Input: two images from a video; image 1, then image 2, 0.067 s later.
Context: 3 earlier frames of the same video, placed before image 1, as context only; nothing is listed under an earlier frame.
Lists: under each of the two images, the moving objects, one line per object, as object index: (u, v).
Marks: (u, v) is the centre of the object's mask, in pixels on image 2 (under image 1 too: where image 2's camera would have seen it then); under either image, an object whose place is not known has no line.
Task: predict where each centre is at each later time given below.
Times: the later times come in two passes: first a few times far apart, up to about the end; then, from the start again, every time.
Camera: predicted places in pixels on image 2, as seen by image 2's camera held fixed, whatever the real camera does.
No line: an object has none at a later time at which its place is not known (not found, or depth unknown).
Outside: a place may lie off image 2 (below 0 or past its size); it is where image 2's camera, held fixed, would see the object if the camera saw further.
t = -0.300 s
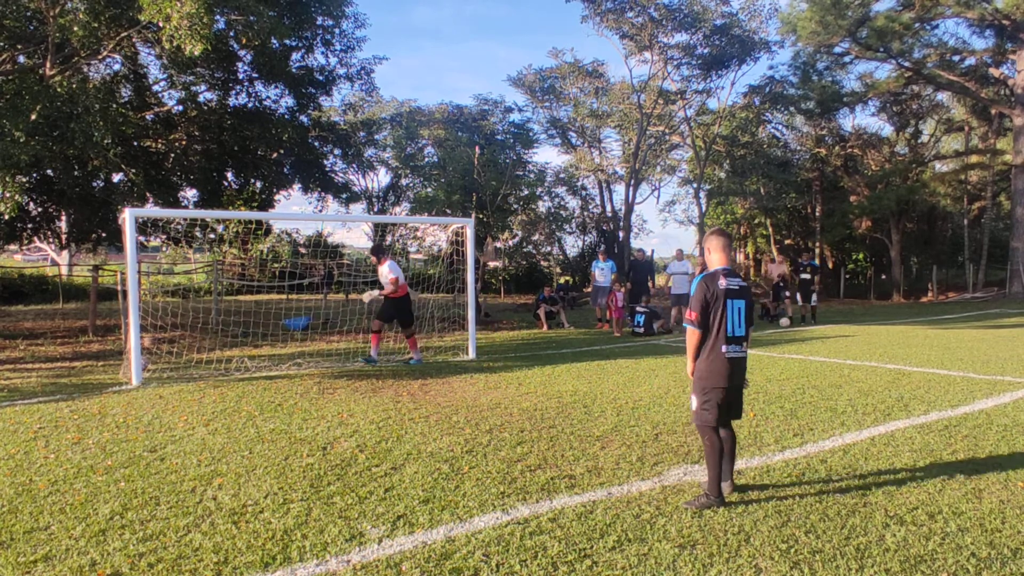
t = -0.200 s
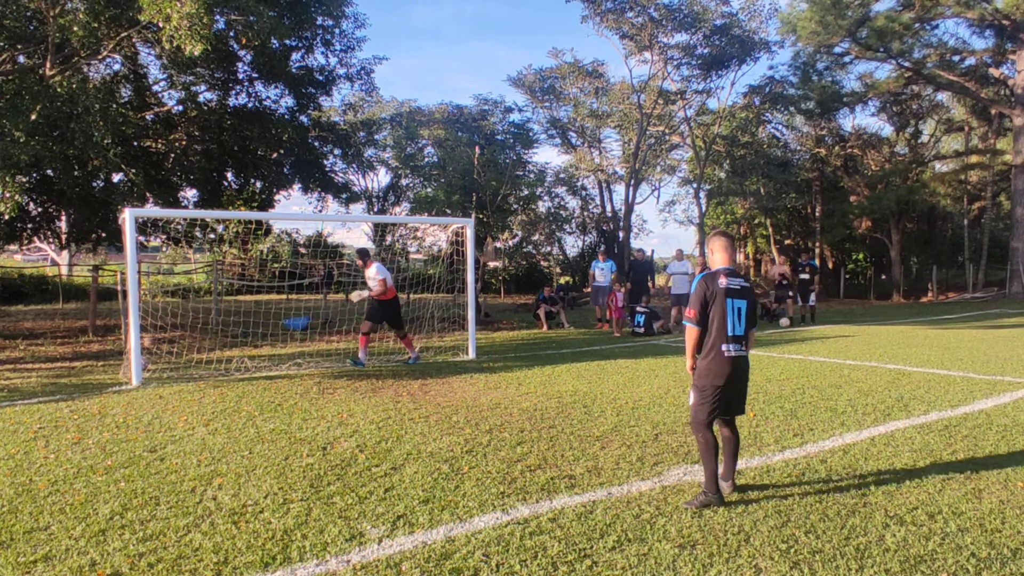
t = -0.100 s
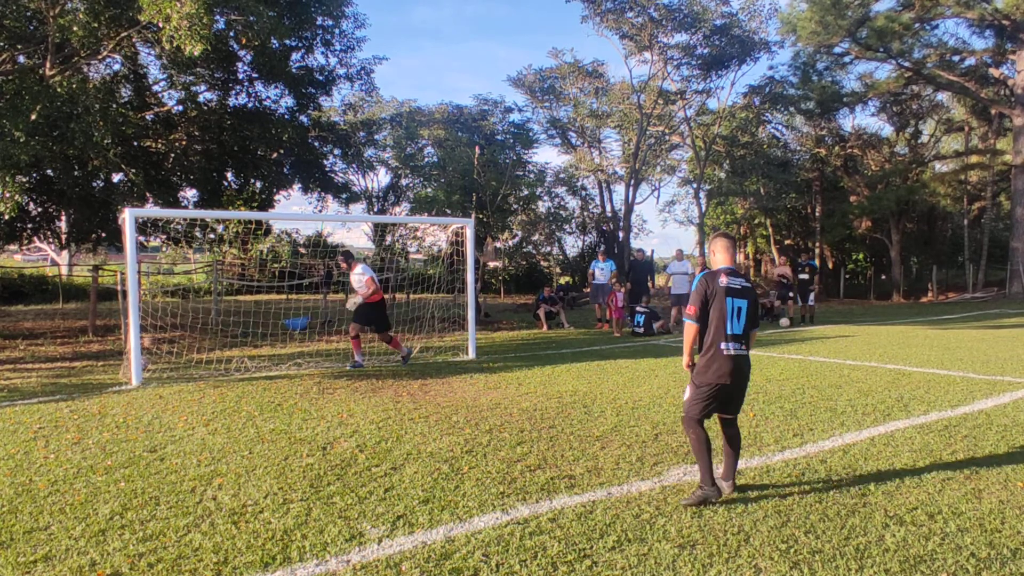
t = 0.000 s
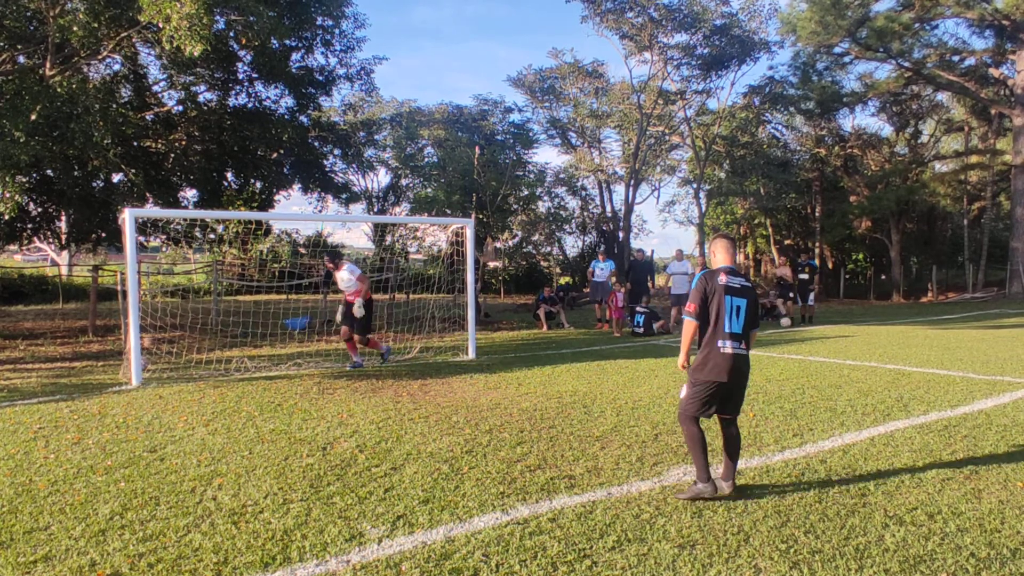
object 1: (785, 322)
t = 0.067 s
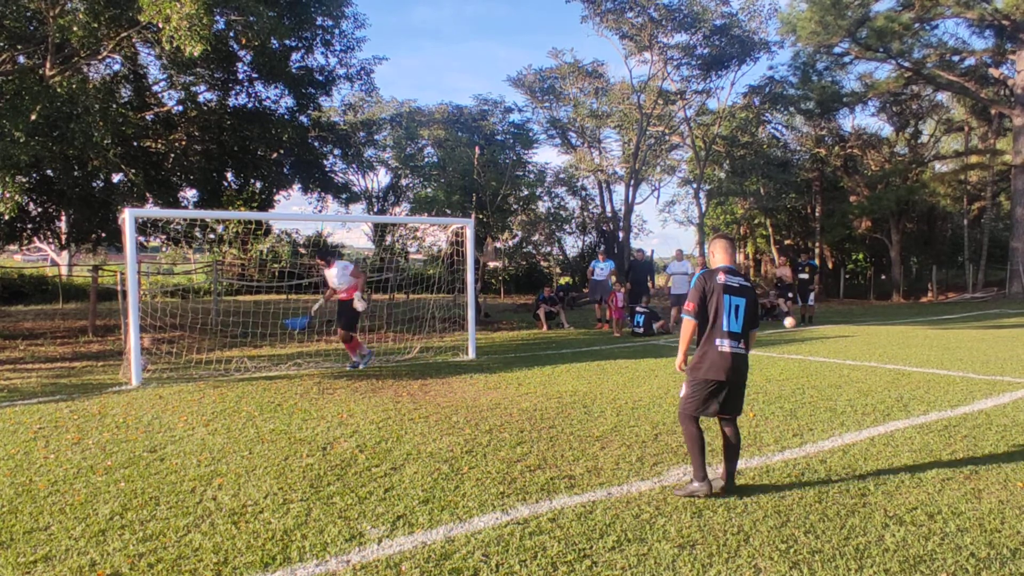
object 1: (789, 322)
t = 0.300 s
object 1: (806, 331)
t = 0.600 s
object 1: (828, 346)
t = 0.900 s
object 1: (852, 361)
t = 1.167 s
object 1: (873, 375)
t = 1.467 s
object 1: (901, 395)
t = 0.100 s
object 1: (791, 323)
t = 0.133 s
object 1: (793, 324)
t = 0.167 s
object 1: (796, 326)
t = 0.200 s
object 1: (799, 328)
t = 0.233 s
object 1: (801, 330)
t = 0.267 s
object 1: (803, 330)
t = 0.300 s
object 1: (806, 331)
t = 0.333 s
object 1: (808, 331)
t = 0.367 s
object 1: (810, 334)
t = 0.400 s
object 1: (813, 336)
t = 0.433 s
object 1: (816, 339)
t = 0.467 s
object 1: (818, 340)
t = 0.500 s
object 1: (821, 341)
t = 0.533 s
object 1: (823, 342)
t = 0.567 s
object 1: (826, 344)
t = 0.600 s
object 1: (828, 346)
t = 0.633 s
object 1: (831, 347)
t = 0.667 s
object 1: (834, 349)
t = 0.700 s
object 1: (836, 350)
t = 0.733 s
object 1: (839, 353)
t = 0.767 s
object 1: (841, 355)
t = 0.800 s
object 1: (844, 356)
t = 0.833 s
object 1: (846, 357)
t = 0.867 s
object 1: (849, 359)
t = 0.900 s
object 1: (852, 361)
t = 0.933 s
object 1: (854, 363)
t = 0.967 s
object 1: (857, 364)
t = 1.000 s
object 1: (859, 365)
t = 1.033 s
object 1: (862, 367)
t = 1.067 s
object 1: (865, 369)
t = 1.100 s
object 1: (868, 371)
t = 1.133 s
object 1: (870, 373)
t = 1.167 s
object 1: (873, 375)
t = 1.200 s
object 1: (877, 376)
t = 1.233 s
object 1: (879, 377)
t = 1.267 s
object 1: (882, 378)
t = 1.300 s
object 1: (885, 381)
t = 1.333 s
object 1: (888, 384)
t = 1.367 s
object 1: (891, 389)
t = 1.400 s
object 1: (894, 390)
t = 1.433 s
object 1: (897, 392)
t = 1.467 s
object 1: (901, 395)
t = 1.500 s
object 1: (905, 399)
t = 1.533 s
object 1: (908, 403)
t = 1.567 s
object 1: (912, 404)
